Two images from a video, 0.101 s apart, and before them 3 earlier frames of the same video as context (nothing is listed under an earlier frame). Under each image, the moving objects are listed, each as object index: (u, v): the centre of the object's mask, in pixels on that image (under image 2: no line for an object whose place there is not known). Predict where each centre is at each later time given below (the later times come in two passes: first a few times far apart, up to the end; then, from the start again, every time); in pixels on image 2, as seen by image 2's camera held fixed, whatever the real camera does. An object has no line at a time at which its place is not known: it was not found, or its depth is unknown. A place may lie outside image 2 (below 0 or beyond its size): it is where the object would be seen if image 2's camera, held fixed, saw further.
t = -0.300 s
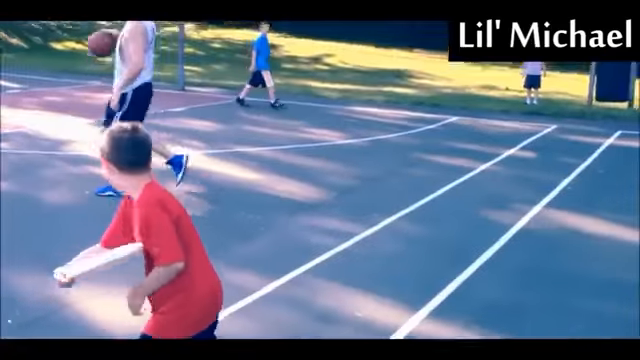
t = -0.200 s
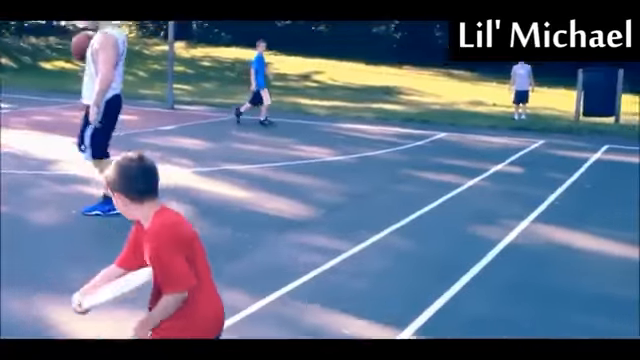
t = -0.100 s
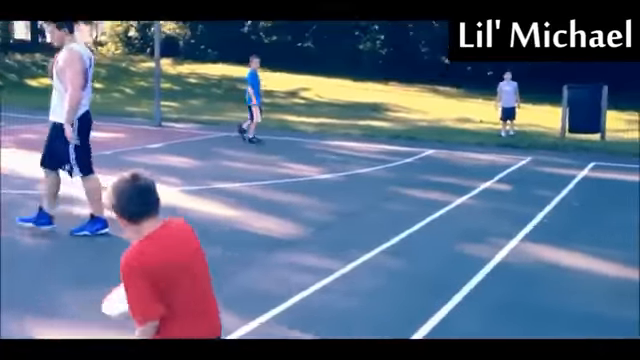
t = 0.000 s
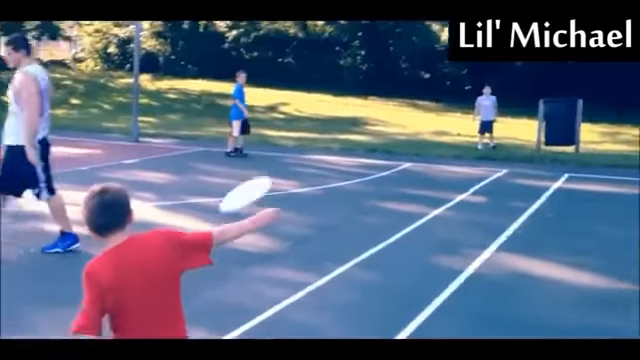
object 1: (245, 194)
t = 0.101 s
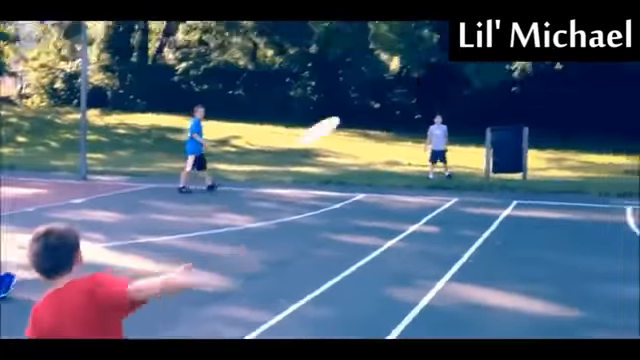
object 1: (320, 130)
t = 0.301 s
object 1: (458, 27)
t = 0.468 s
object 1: (521, -8)
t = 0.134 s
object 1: (348, 107)
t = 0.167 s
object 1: (376, 86)
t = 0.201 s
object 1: (398, 67)
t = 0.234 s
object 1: (421, 52)
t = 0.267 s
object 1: (440, 38)
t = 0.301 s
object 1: (458, 27)
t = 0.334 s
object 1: (473, 17)
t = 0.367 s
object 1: (486, 10)
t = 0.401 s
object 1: (500, 3)
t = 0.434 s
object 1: (511, -3)
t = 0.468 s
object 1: (521, -8)
